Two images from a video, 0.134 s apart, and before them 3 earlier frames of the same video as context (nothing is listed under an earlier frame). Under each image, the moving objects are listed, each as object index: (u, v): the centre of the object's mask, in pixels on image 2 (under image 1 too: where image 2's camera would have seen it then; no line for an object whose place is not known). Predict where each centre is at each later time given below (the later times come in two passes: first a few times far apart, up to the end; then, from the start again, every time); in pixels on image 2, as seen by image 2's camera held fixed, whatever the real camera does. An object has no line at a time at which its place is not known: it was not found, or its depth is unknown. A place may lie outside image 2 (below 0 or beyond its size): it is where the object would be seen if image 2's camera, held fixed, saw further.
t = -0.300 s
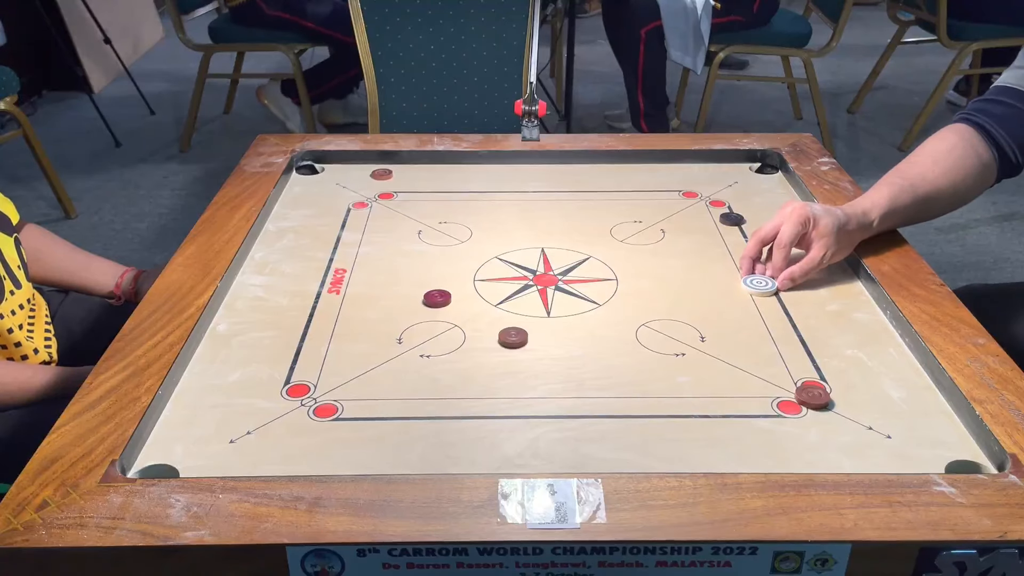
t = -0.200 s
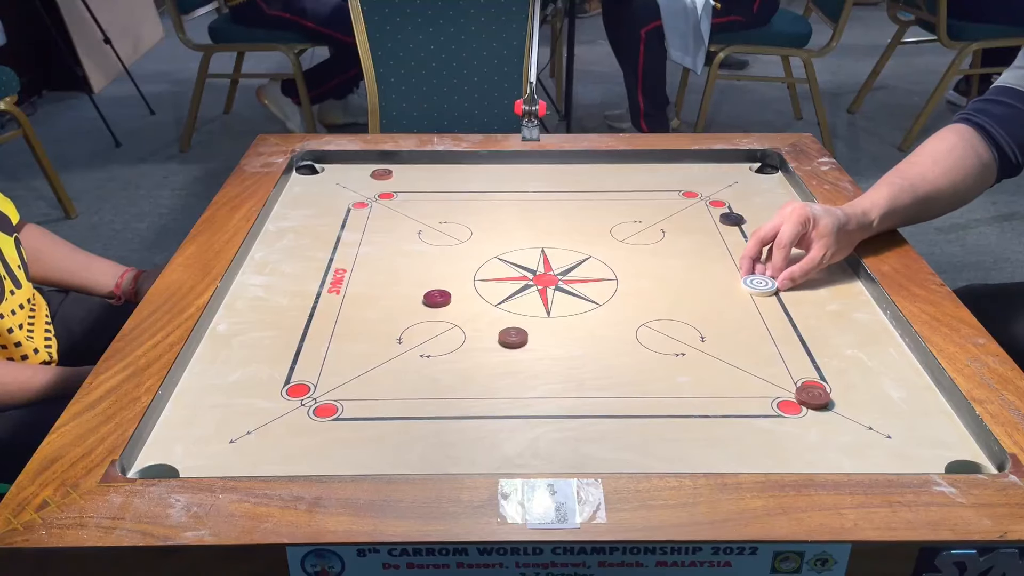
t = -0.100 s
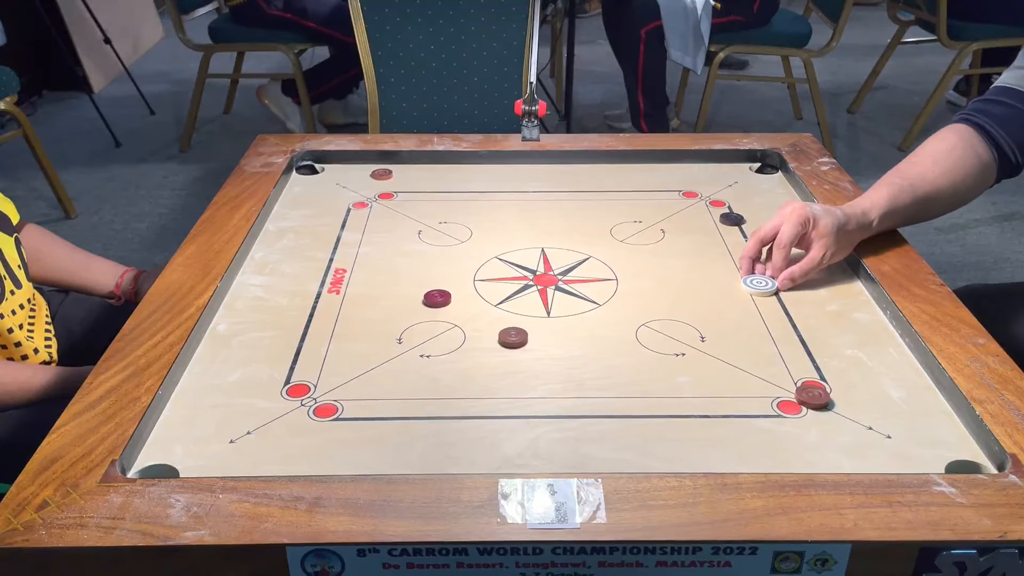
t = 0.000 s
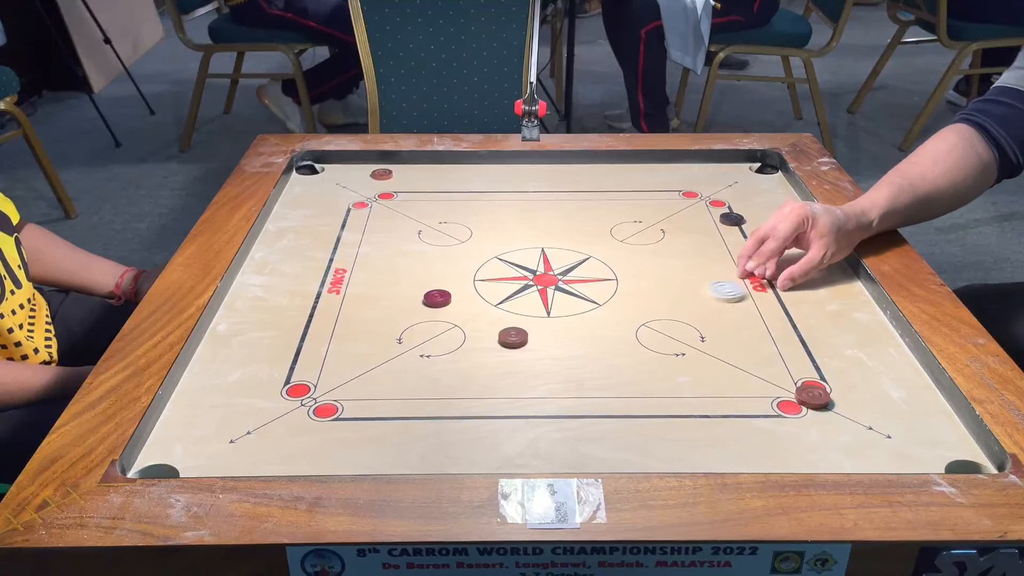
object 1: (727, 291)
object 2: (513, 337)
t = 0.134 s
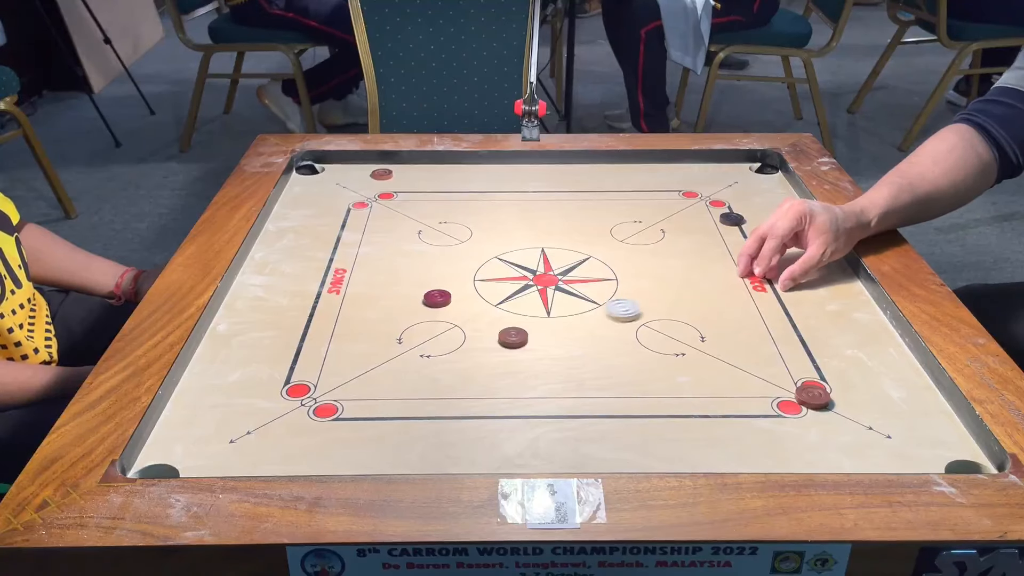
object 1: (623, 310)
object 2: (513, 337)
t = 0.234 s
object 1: (547, 323)
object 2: (513, 337)
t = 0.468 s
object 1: (455, 328)
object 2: (343, 409)
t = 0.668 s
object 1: (412, 328)
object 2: (184, 470)
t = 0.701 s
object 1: (408, 328)
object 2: (163, 472)
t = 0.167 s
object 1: (598, 314)
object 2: (513, 337)
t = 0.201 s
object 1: (573, 319)
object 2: (513, 337)
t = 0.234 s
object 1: (547, 323)
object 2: (513, 337)
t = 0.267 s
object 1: (529, 325)
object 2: (497, 344)
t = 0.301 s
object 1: (514, 326)
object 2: (473, 354)
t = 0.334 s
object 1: (500, 326)
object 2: (447, 365)
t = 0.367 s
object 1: (488, 327)
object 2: (422, 375)
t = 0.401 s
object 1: (476, 327)
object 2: (395, 386)
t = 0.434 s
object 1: (465, 327)
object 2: (369, 398)
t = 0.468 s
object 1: (455, 328)
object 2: (343, 409)
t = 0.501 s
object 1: (445, 328)
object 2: (315, 421)
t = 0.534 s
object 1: (437, 328)
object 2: (289, 432)
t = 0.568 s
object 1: (429, 328)
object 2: (262, 443)
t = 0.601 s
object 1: (423, 328)
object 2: (235, 455)
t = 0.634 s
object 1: (417, 328)
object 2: (209, 464)
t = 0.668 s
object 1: (412, 328)
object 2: (184, 470)
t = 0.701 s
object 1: (408, 328)
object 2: (163, 472)
